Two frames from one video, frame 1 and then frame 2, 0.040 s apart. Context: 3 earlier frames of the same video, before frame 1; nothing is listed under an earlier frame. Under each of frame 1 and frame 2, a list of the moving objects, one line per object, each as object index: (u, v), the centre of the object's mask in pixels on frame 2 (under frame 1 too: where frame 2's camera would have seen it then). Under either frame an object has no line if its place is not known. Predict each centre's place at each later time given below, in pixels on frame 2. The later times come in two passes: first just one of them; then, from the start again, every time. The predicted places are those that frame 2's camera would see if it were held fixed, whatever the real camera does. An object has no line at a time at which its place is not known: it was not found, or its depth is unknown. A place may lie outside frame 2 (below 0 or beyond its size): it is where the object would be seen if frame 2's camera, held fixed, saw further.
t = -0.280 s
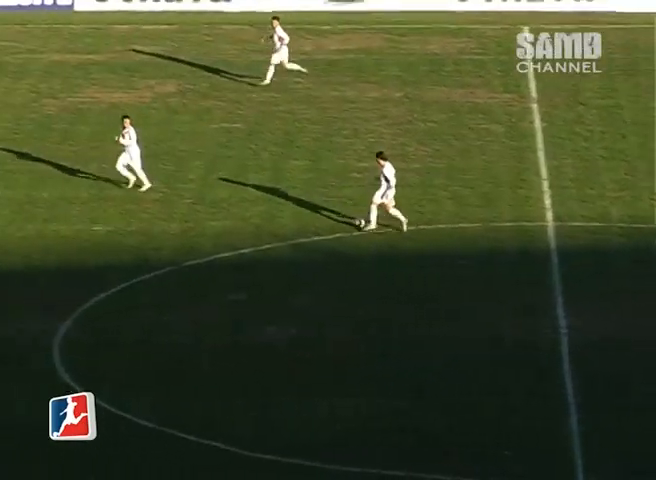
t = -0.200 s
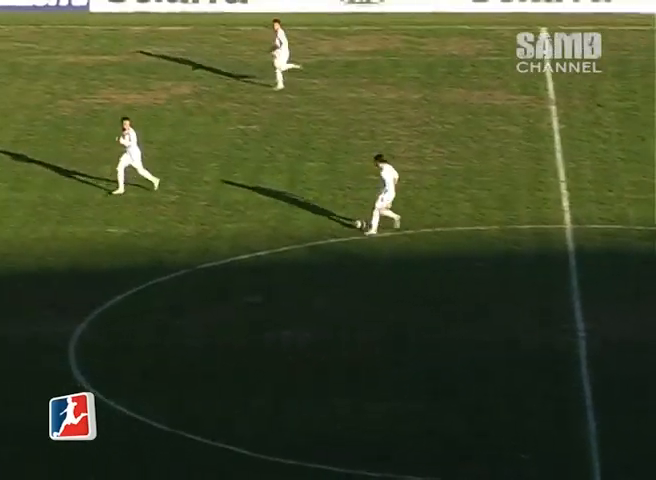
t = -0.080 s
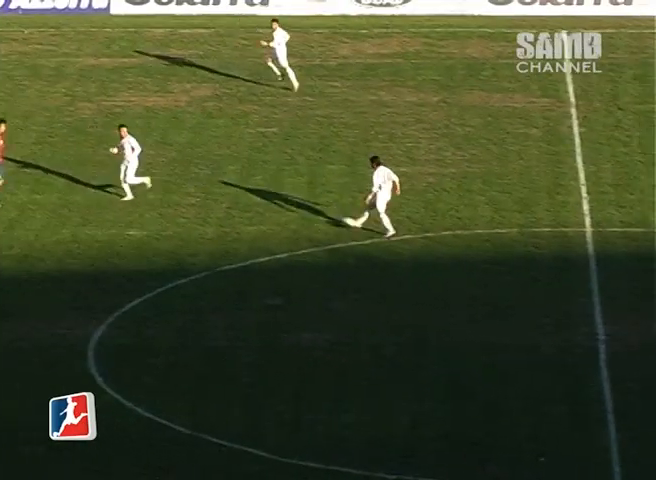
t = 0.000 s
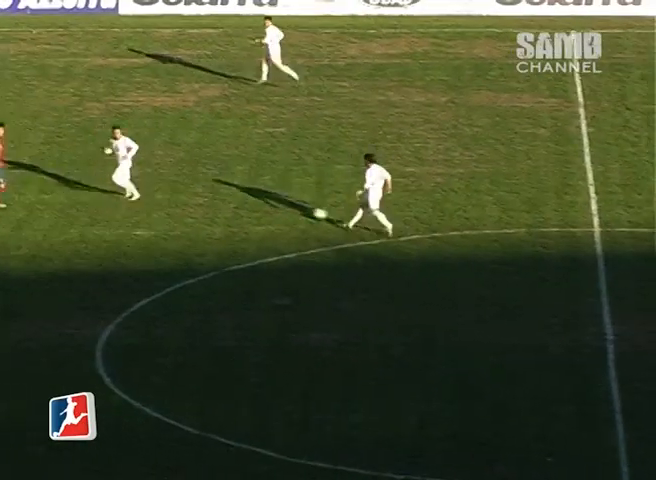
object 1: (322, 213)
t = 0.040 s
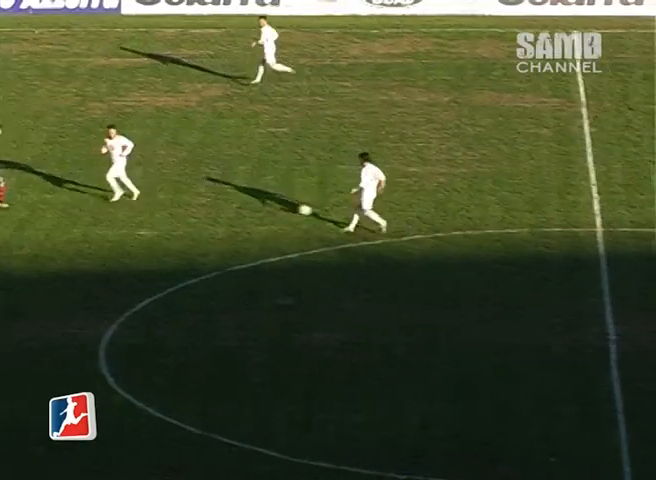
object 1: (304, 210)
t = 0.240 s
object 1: (227, 189)
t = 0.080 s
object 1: (287, 206)
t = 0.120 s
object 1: (272, 202)
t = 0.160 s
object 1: (255, 195)
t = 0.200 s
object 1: (241, 192)
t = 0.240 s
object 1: (227, 189)
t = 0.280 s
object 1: (213, 186)
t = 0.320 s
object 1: (199, 183)
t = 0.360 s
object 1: (188, 178)
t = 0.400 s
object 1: (176, 173)
